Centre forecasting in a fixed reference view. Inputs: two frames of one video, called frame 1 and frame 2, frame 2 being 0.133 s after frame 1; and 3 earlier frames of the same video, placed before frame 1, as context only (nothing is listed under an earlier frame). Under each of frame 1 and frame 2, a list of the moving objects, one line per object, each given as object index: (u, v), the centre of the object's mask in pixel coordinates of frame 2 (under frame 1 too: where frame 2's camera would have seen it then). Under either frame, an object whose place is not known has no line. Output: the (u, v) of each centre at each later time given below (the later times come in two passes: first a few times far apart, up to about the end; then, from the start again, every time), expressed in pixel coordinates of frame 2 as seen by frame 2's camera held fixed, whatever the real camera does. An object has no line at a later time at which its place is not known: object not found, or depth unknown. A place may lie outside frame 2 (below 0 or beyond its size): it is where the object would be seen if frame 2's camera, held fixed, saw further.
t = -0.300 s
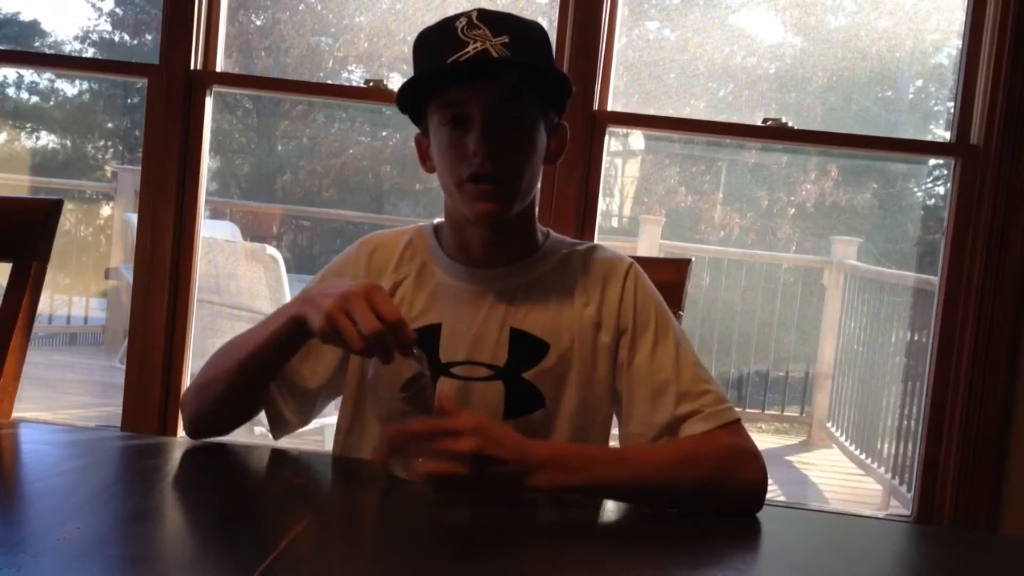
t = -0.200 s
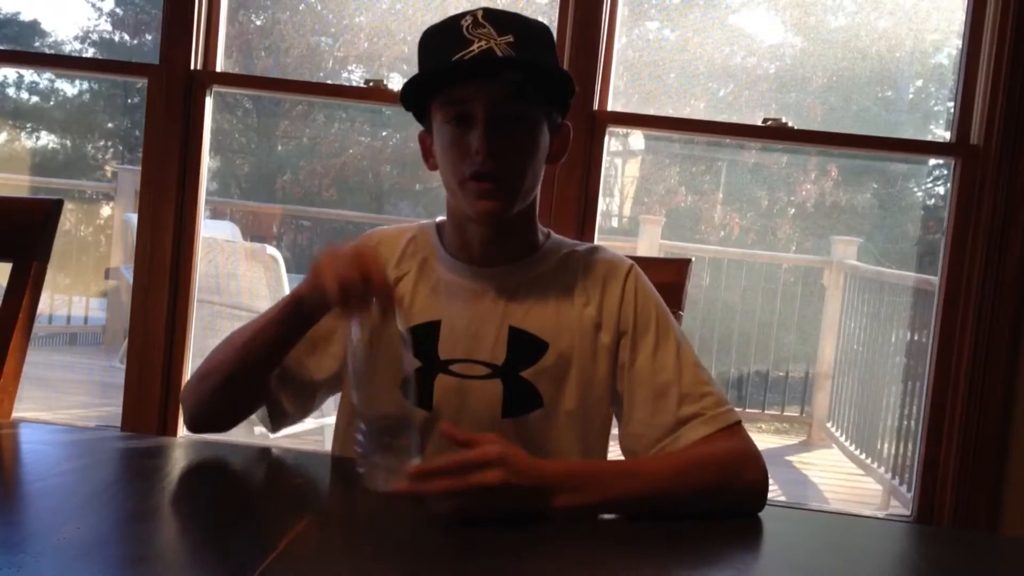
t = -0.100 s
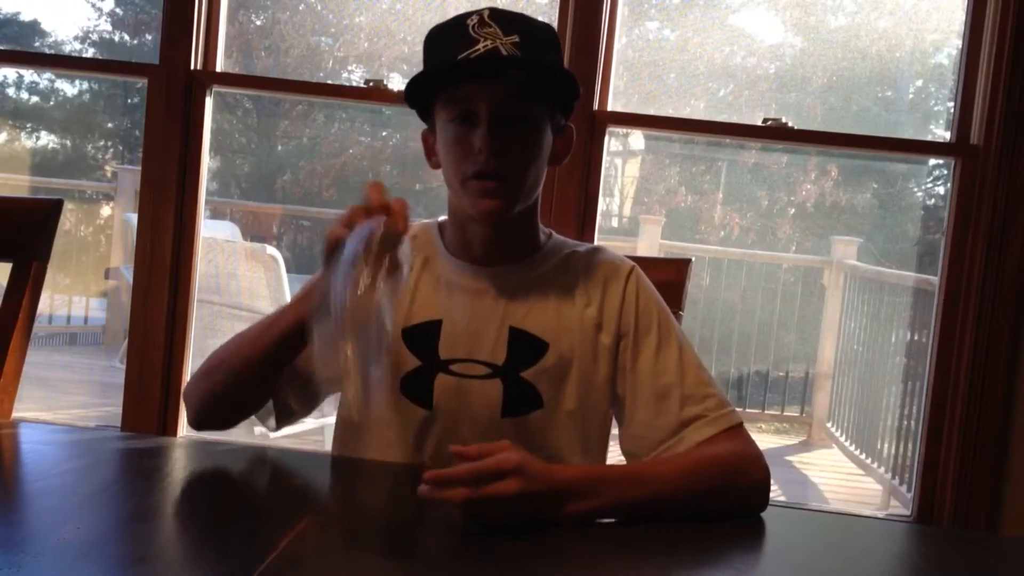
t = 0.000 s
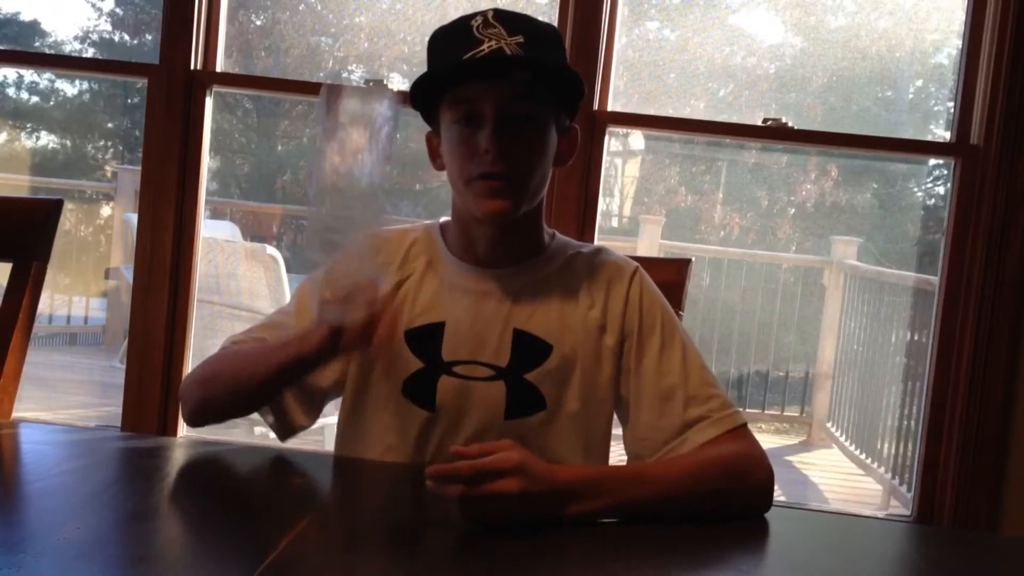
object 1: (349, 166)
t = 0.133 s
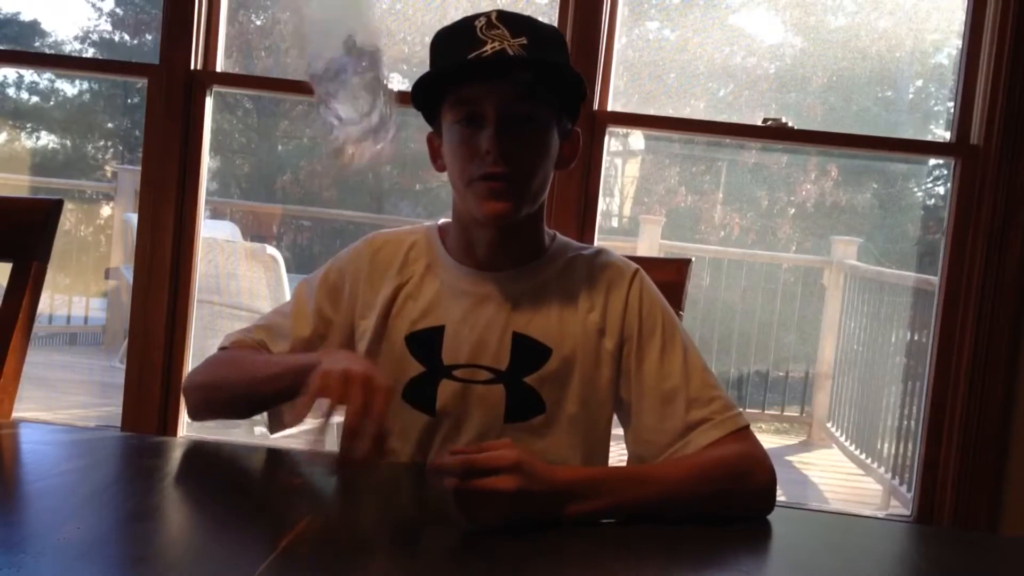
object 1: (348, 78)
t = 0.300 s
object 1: (336, 309)
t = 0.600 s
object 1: (303, 476)
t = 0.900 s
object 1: (271, 474)
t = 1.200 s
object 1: (246, 470)
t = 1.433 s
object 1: (232, 469)
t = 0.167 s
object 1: (351, 92)
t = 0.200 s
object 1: (354, 124)
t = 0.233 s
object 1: (351, 175)
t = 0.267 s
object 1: (345, 239)
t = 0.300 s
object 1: (336, 309)
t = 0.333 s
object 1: (329, 382)
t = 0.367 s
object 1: (321, 456)
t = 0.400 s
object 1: (319, 479)
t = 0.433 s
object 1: (317, 471)
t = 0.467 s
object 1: (314, 470)
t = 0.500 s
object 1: (310, 476)
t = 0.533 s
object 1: (308, 477)
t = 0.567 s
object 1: (305, 478)
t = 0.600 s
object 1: (303, 476)
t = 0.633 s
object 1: (300, 477)
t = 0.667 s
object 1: (297, 476)
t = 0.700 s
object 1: (293, 476)
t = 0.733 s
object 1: (289, 475)
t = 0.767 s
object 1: (285, 475)
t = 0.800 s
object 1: (282, 476)
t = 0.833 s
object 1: (279, 475)
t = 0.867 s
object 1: (275, 475)
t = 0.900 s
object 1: (271, 474)
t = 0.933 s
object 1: (267, 473)
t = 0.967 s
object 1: (265, 473)
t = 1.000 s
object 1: (261, 473)
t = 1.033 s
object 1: (259, 472)
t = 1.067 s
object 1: (256, 471)
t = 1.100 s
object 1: (253, 471)
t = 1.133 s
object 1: (250, 471)
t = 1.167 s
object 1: (248, 471)
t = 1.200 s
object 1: (246, 470)
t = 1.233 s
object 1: (243, 470)
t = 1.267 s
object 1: (241, 470)
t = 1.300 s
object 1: (238, 470)
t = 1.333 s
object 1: (236, 470)
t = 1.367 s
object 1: (234, 469)
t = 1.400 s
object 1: (233, 469)
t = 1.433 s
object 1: (232, 469)
